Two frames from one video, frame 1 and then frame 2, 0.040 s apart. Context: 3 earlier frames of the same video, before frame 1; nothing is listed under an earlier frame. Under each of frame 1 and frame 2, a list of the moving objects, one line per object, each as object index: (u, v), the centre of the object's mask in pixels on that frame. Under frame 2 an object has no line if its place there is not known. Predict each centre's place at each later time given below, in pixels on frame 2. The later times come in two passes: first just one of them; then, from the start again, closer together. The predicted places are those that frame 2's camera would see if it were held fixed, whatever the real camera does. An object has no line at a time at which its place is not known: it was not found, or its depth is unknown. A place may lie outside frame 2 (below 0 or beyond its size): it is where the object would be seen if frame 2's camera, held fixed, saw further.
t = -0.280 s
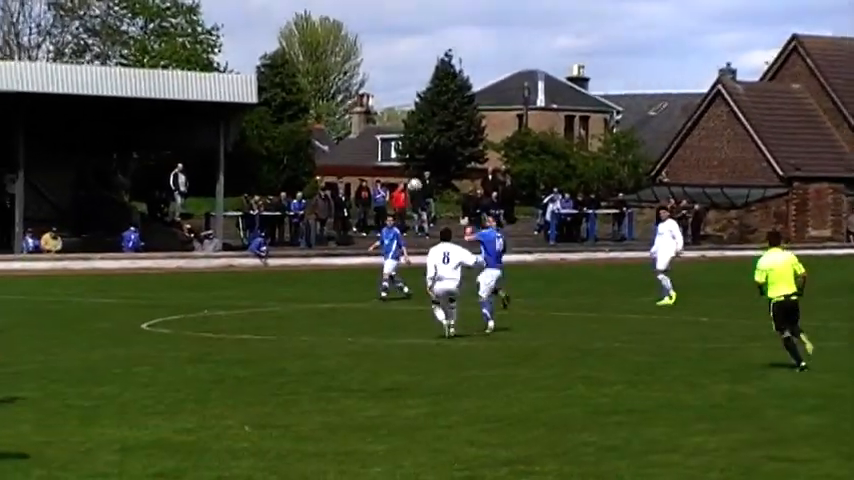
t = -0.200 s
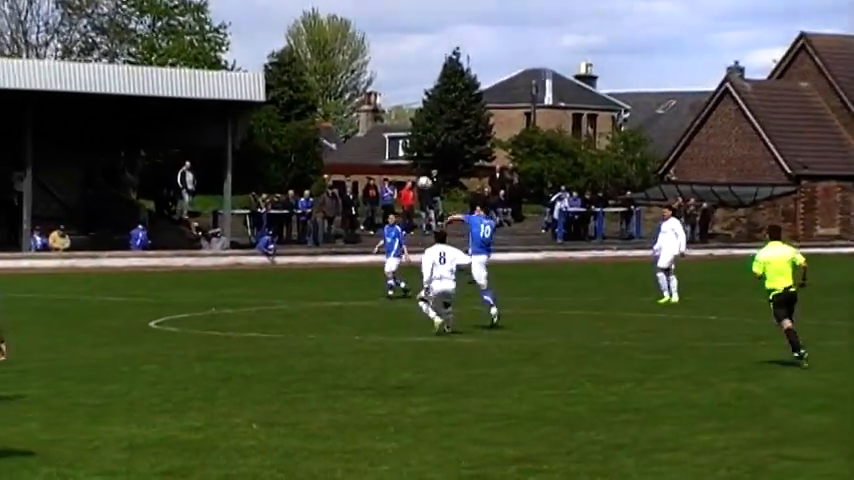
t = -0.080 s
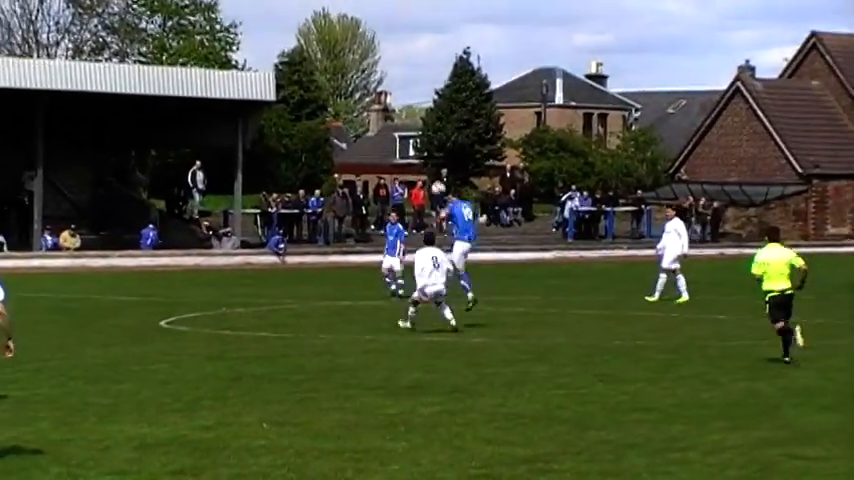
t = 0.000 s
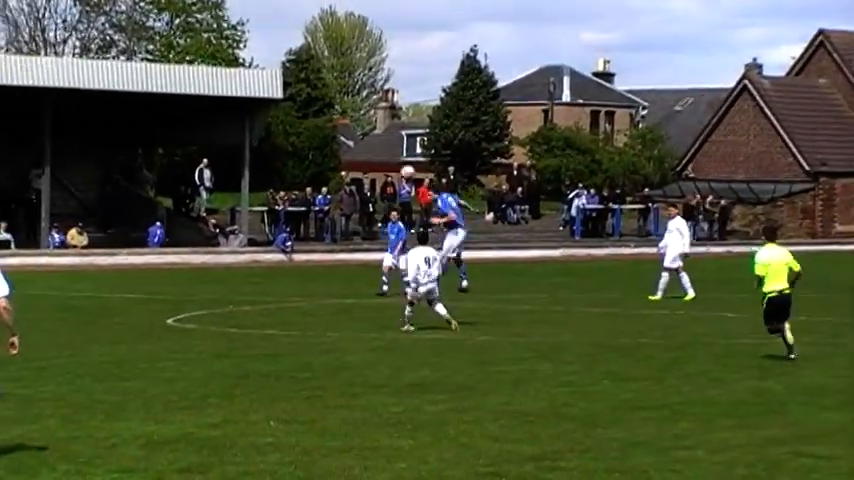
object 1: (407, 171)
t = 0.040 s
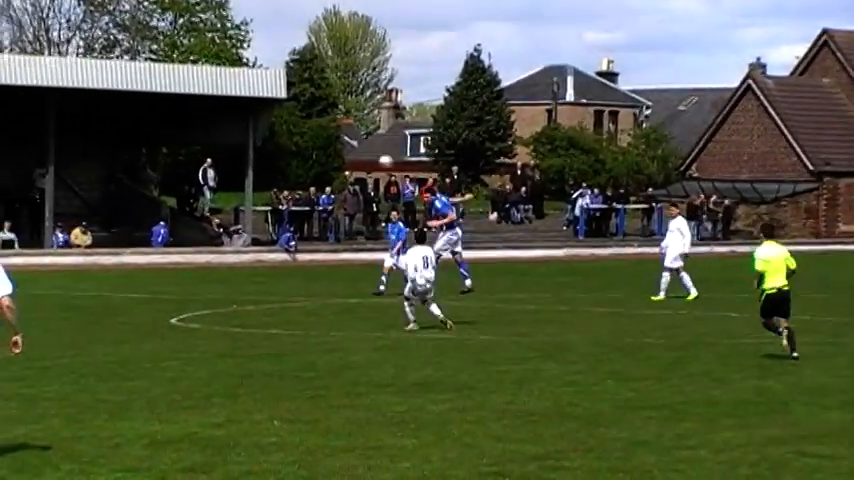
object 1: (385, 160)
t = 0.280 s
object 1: (232, 122)
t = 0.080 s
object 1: (360, 151)
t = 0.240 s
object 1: (257, 126)
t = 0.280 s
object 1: (232, 122)
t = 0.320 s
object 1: (206, 119)
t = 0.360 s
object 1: (181, 117)
